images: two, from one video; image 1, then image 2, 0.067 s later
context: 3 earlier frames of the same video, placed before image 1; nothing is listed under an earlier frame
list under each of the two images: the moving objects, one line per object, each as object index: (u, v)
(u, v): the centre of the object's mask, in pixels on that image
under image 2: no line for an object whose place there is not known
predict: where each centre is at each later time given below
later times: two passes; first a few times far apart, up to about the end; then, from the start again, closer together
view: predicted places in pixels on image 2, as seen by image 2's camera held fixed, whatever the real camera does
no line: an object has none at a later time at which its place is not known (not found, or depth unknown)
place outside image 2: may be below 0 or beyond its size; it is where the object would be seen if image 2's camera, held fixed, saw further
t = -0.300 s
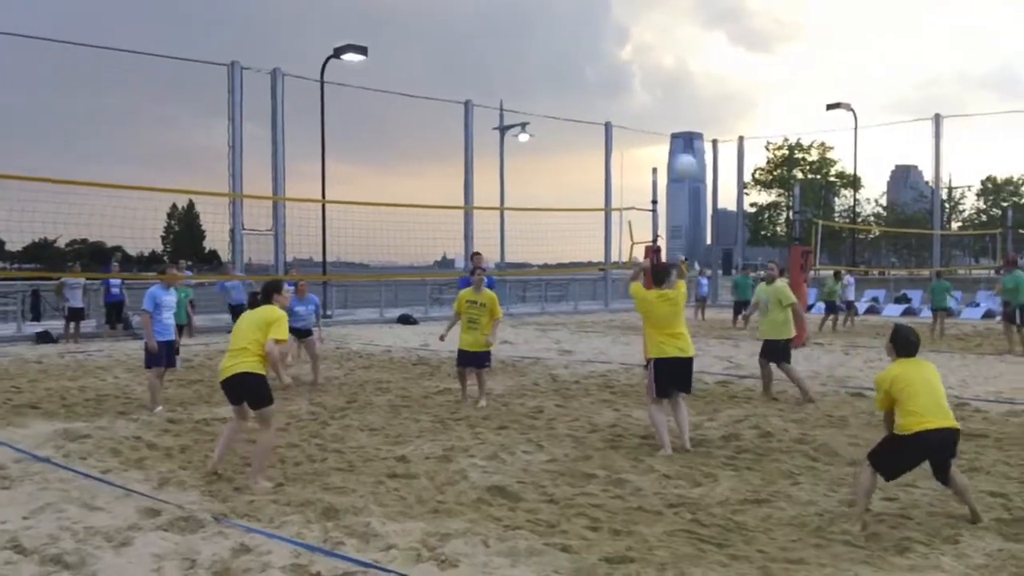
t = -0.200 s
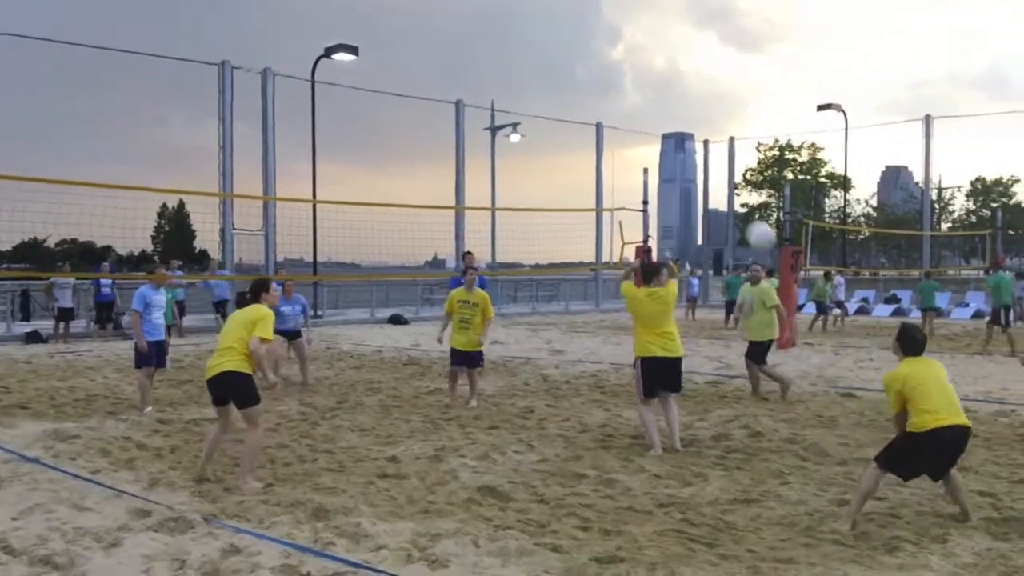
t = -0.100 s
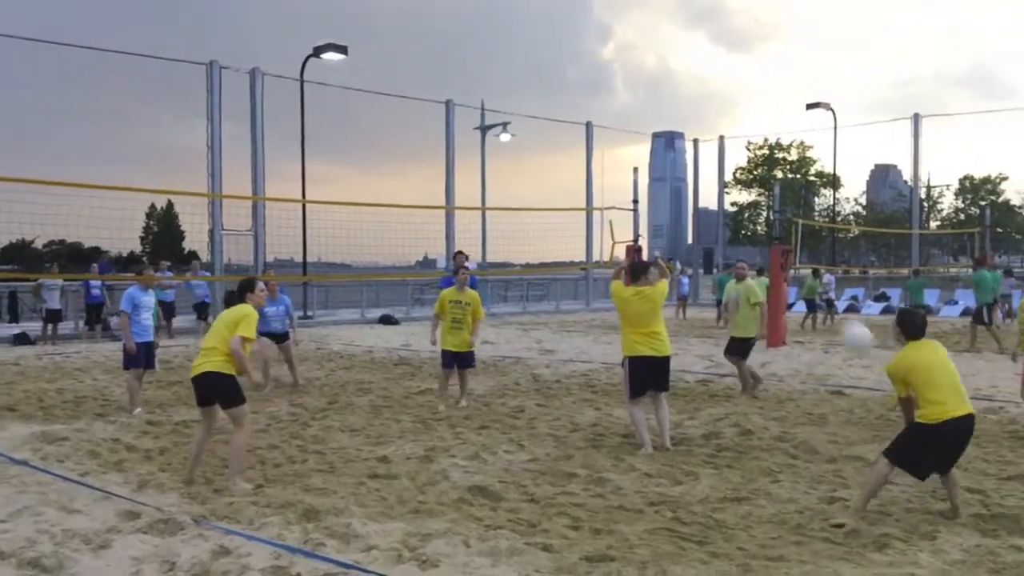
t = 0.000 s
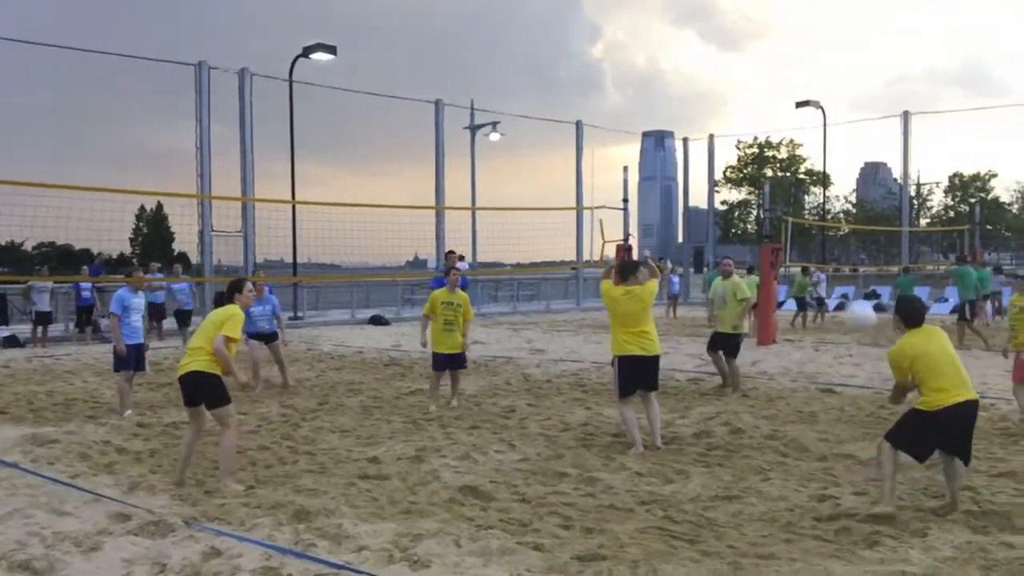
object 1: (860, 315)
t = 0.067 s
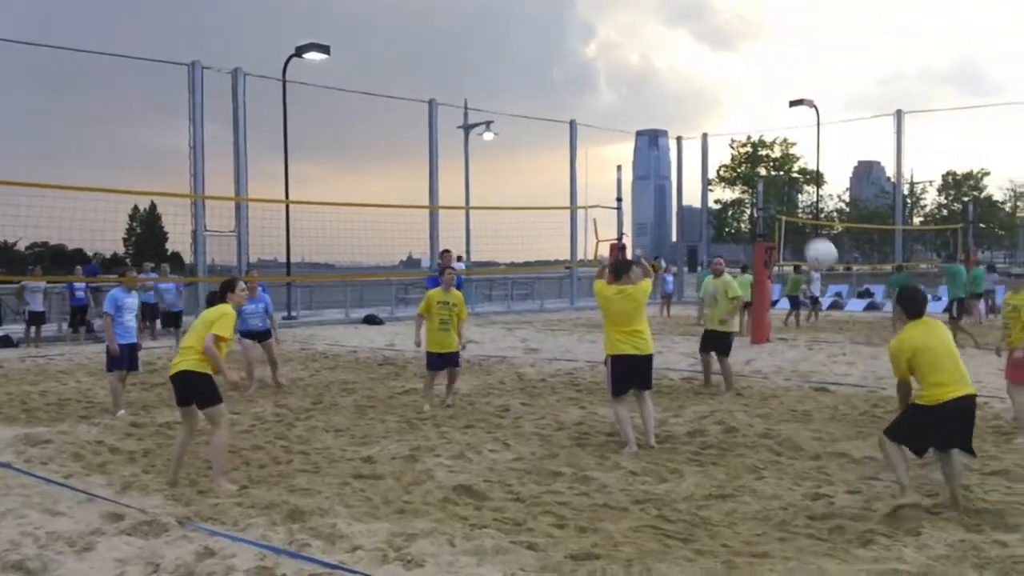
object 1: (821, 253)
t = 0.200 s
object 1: (765, 154)
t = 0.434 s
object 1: (680, 53)
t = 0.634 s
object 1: (620, 26)
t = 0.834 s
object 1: (569, 48)
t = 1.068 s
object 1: (520, 117)
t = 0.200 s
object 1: (765, 154)
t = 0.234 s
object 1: (751, 135)
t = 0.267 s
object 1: (738, 118)
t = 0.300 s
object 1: (726, 101)
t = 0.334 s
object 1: (714, 87)
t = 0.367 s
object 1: (702, 74)
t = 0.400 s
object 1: (691, 62)
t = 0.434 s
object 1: (680, 53)
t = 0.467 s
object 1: (669, 45)
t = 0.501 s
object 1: (659, 39)
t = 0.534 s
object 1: (649, 33)
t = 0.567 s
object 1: (638, 30)
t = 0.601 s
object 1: (629, 27)
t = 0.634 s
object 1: (620, 26)
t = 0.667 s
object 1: (611, 26)
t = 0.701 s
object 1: (603, 27)
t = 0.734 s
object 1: (595, 30)
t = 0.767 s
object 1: (586, 34)
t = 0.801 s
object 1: (578, 41)
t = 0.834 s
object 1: (569, 48)
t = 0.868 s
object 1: (562, 55)
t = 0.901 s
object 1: (554, 62)
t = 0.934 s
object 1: (547, 71)
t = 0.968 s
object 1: (540, 81)
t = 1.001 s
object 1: (533, 93)
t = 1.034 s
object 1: (525, 104)
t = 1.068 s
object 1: (520, 117)
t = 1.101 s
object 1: (511, 133)
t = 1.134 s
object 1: (505, 147)
